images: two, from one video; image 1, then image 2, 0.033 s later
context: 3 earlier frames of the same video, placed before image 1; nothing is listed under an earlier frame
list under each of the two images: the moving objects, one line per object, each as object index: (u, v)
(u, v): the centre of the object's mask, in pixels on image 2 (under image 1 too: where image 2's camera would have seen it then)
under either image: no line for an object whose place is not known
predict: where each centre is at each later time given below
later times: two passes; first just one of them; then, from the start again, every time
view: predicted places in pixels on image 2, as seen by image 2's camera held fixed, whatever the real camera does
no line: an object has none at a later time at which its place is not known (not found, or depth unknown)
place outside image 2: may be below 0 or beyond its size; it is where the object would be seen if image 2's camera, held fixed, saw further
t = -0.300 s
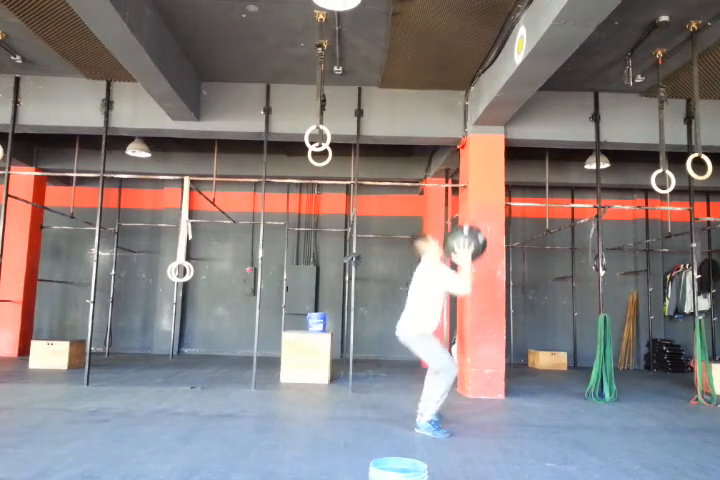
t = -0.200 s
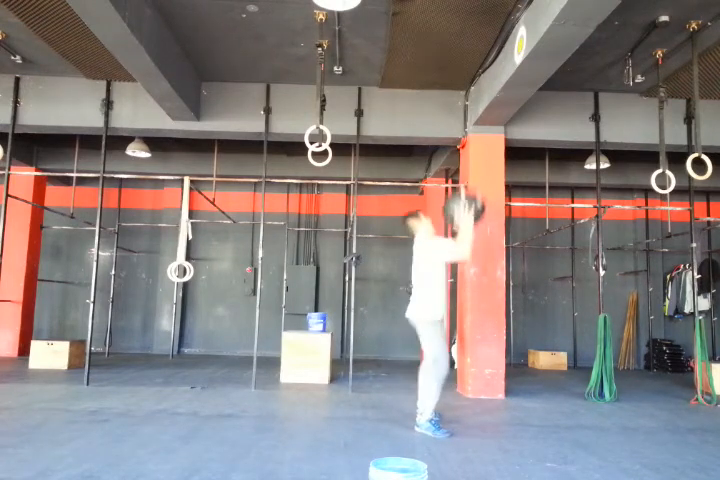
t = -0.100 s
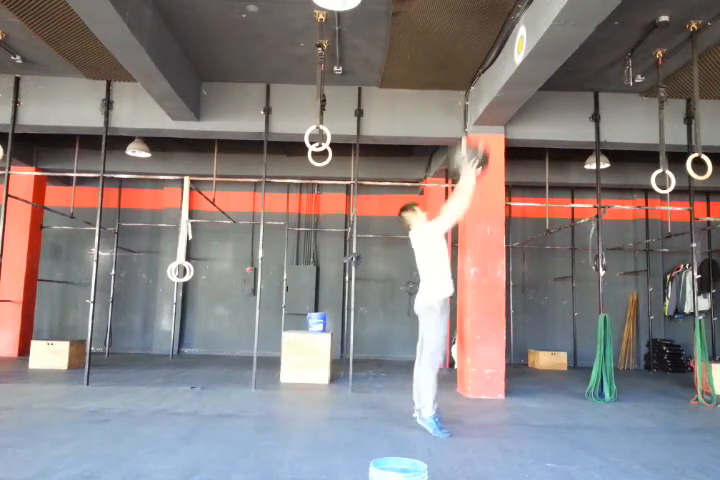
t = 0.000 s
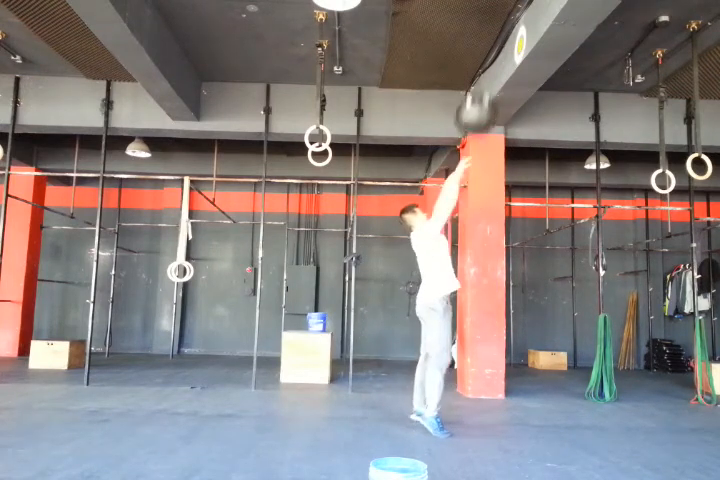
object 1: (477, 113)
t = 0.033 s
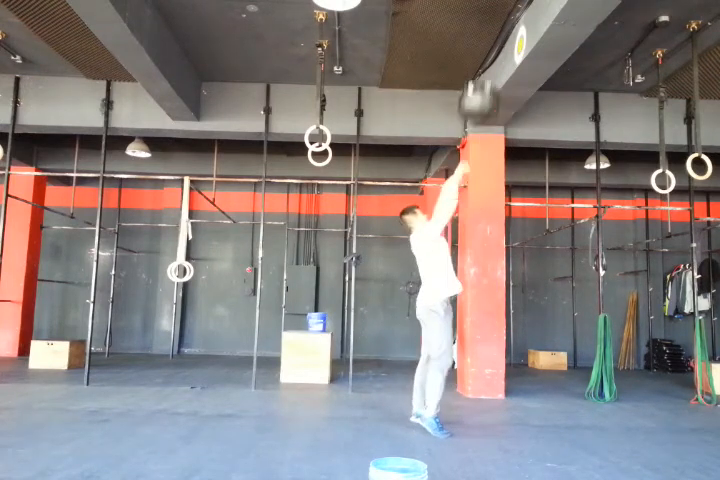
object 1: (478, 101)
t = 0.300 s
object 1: (499, 47)
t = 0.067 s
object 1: (481, 89)
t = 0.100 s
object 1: (483, 79)
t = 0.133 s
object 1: (486, 71)
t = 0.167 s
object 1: (489, 63)
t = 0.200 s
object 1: (492, 57)
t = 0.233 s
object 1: (494, 53)
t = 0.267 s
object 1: (496, 50)
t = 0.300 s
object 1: (499, 47)
